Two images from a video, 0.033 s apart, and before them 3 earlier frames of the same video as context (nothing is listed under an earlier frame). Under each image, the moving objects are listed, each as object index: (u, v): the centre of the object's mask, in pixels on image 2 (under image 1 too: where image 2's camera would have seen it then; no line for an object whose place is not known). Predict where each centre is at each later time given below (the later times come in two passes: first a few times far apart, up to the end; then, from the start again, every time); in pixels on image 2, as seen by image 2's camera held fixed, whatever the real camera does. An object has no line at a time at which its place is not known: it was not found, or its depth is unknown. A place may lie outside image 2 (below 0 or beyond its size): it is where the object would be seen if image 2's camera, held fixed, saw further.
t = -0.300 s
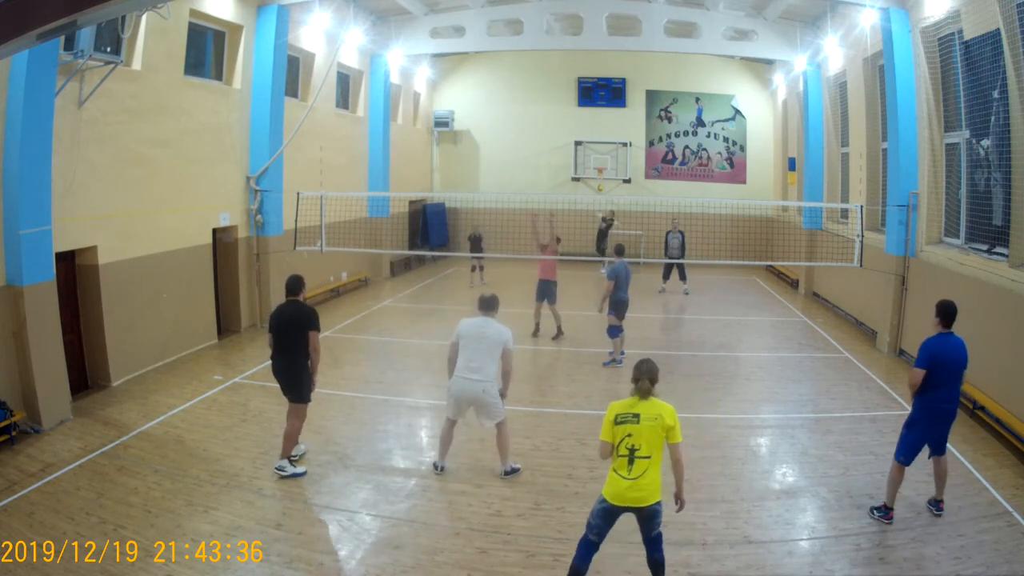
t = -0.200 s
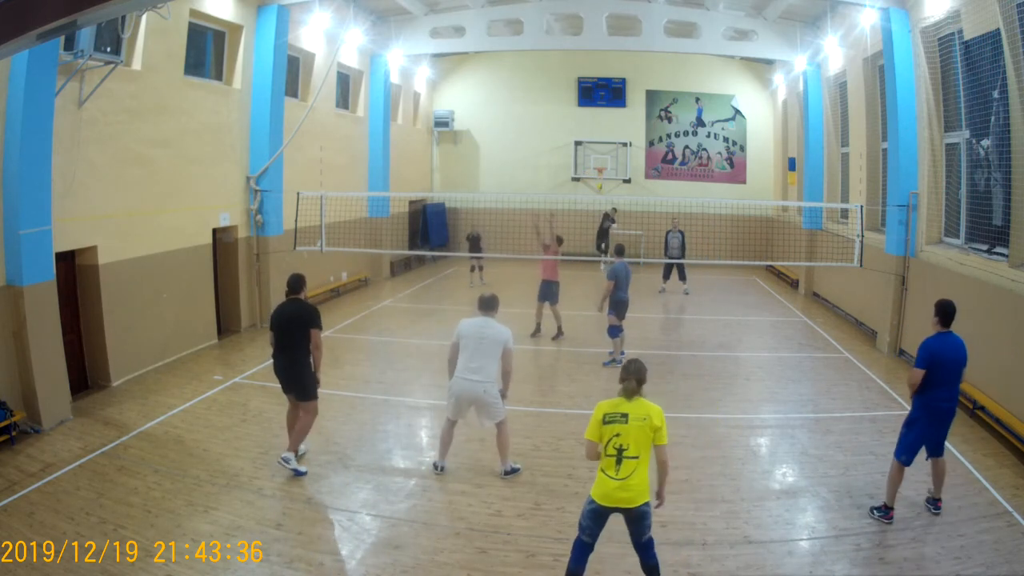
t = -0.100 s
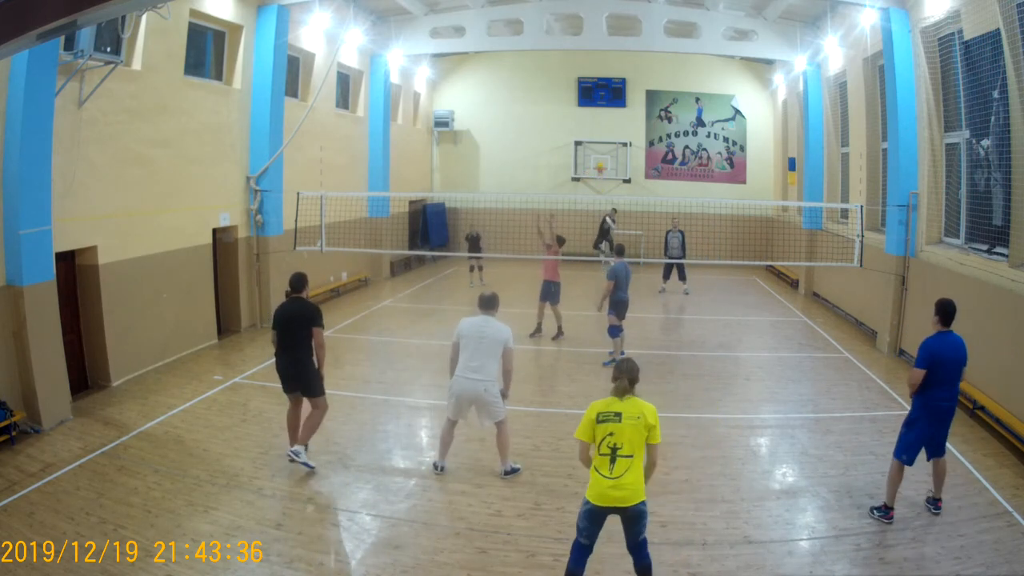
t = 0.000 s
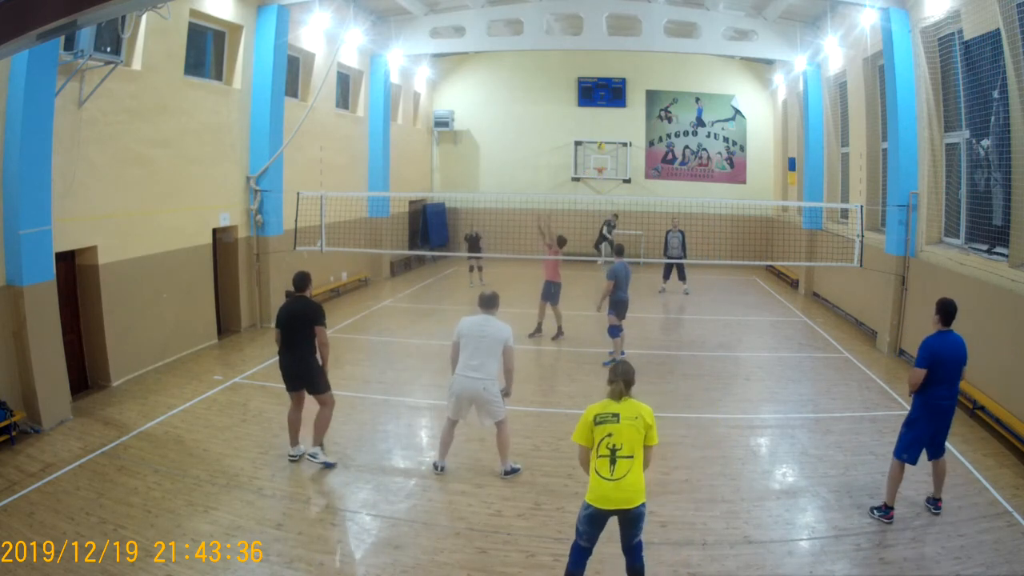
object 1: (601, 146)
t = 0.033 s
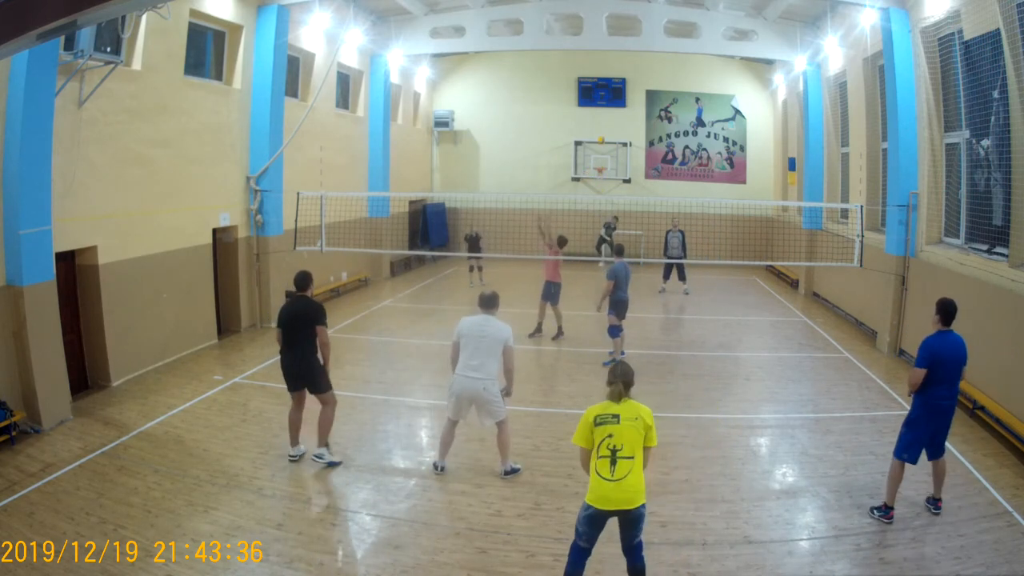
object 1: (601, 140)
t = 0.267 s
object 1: (608, 105)
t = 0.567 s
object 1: (634, 88)
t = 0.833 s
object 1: (702, 144)
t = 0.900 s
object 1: (732, 186)
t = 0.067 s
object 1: (602, 134)
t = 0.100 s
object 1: (602, 128)
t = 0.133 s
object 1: (603, 124)
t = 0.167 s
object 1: (604, 118)
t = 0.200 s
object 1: (606, 113)
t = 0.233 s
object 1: (607, 109)
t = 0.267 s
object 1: (608, 105)
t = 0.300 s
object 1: (610, 101)
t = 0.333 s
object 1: (612, 97)
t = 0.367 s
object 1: (614, 95)
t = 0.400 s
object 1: (618, 92)
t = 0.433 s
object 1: (620, 90)
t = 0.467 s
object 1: (623, 89)
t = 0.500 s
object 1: (626, 88)
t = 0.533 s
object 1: (632, 87)
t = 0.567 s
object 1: (634, 88)
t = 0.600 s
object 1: (642, 89)
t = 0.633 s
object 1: (647, 92)
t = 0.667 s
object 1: (653, 95)
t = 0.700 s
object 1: (661, 101)
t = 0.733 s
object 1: (669, 108)
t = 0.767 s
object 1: (677, 117)
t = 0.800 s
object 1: (689, 129)
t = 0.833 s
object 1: (702, 144)
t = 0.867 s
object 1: (717, 164)
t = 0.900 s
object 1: (732, 186)
